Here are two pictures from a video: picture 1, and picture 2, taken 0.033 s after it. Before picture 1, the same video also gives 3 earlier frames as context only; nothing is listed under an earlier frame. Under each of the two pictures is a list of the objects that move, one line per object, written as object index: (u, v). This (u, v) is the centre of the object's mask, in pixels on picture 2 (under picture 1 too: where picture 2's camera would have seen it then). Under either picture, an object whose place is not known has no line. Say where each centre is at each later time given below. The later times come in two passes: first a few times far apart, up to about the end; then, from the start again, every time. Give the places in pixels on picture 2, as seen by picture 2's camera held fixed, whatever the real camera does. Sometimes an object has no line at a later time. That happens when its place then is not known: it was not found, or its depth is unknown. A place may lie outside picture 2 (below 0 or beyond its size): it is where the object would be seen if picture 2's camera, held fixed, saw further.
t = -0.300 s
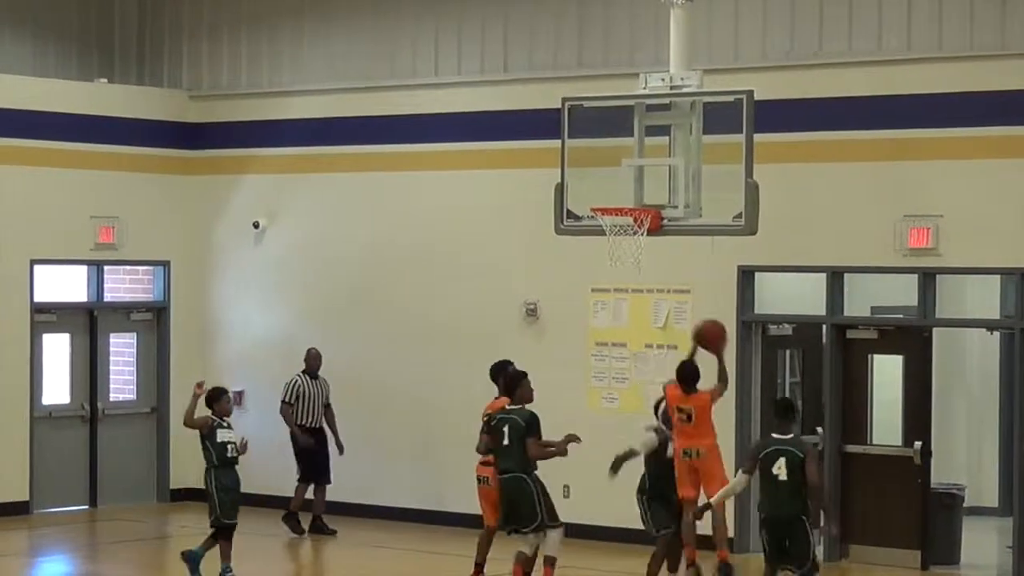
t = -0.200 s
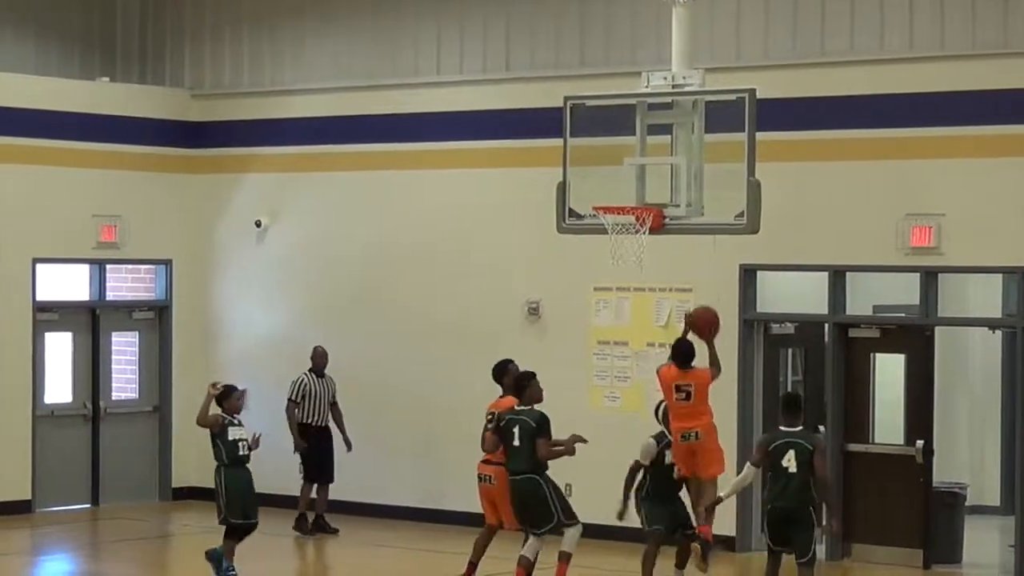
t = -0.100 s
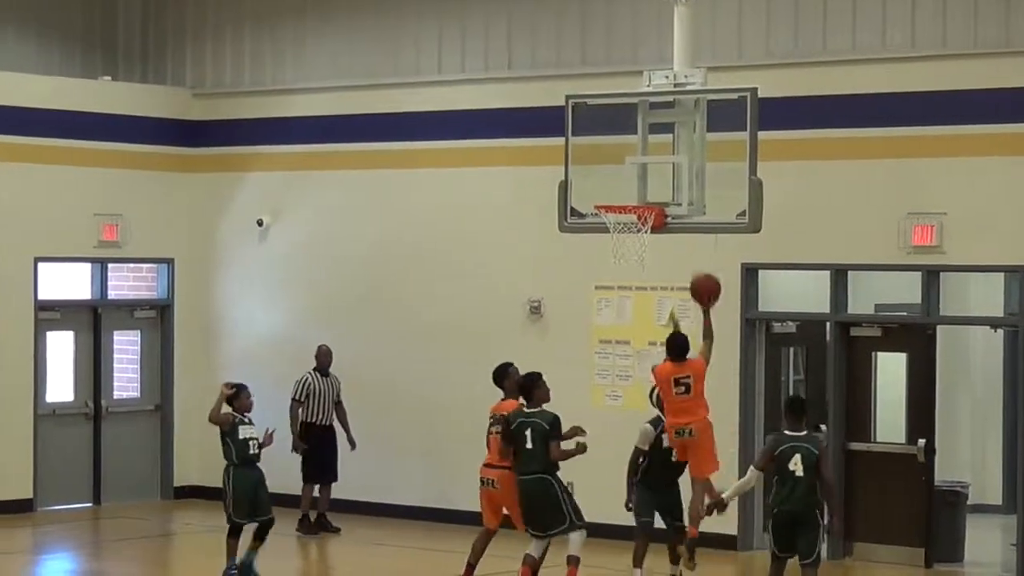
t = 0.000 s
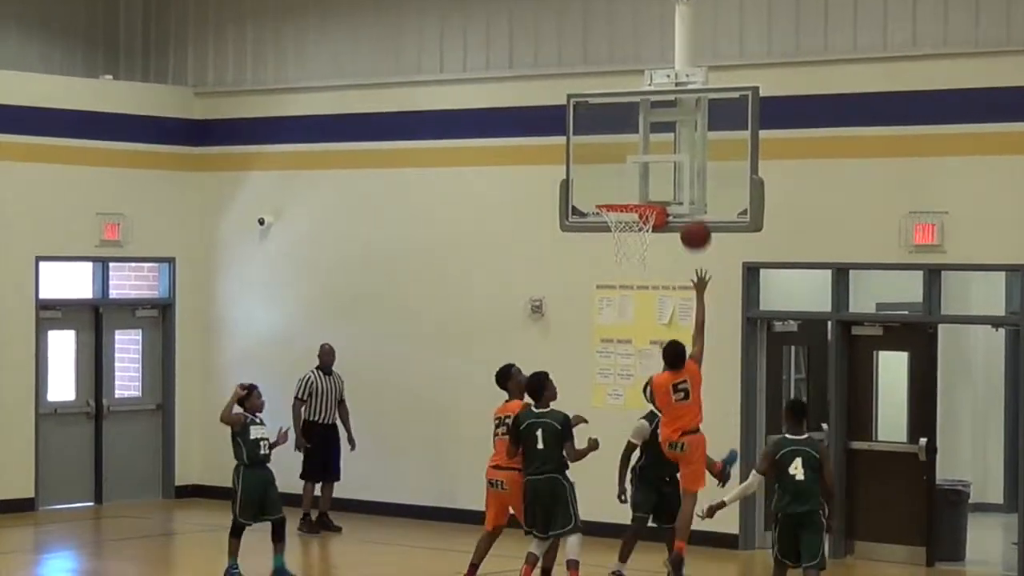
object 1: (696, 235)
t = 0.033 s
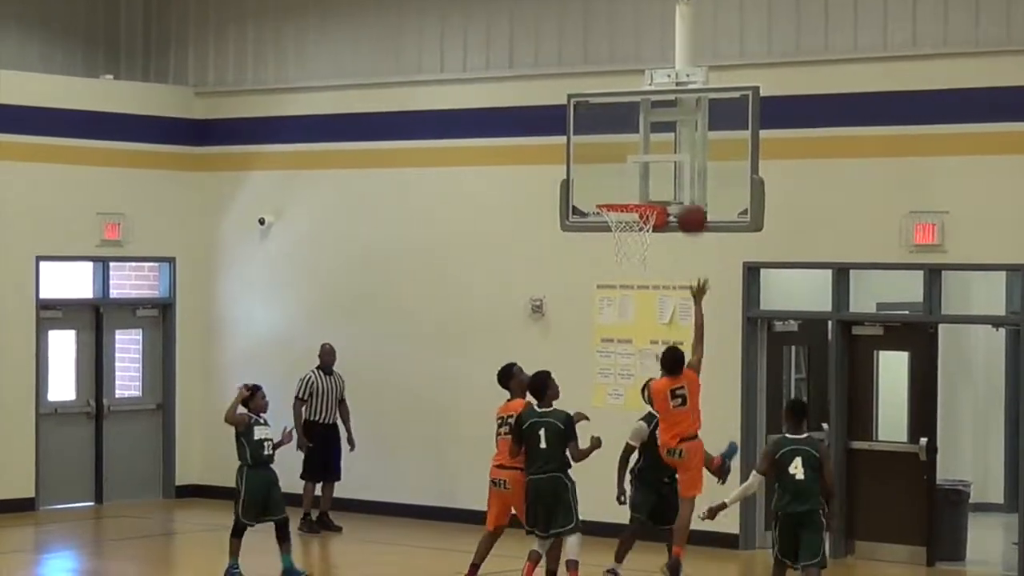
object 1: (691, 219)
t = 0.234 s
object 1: (665, 156)
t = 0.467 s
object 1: (634, 145)
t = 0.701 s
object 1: (599, 198)
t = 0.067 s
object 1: (687, 204)
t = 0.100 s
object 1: (682, 192)
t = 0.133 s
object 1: (678, 181)
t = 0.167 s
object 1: (673, 170)
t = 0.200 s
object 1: (669, 162)
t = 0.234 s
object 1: (665, 156)
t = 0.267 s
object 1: (660, 149)
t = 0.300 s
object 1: (656, 146)
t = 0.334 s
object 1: (651, 143)
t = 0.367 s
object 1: (647, 142)
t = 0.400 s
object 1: (643, 142)
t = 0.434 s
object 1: (638, 143)
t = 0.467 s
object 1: (634, 145)
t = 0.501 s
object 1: (629, 150)
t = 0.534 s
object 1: (624, 156)
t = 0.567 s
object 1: (620, 163)
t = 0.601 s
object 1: (615, 170)
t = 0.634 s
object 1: (610, 180)
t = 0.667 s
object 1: (606, 190)
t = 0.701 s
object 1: (599, 198)
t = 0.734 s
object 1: (594, 206)
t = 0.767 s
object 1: (591, 215)
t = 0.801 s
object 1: (589, 224)
